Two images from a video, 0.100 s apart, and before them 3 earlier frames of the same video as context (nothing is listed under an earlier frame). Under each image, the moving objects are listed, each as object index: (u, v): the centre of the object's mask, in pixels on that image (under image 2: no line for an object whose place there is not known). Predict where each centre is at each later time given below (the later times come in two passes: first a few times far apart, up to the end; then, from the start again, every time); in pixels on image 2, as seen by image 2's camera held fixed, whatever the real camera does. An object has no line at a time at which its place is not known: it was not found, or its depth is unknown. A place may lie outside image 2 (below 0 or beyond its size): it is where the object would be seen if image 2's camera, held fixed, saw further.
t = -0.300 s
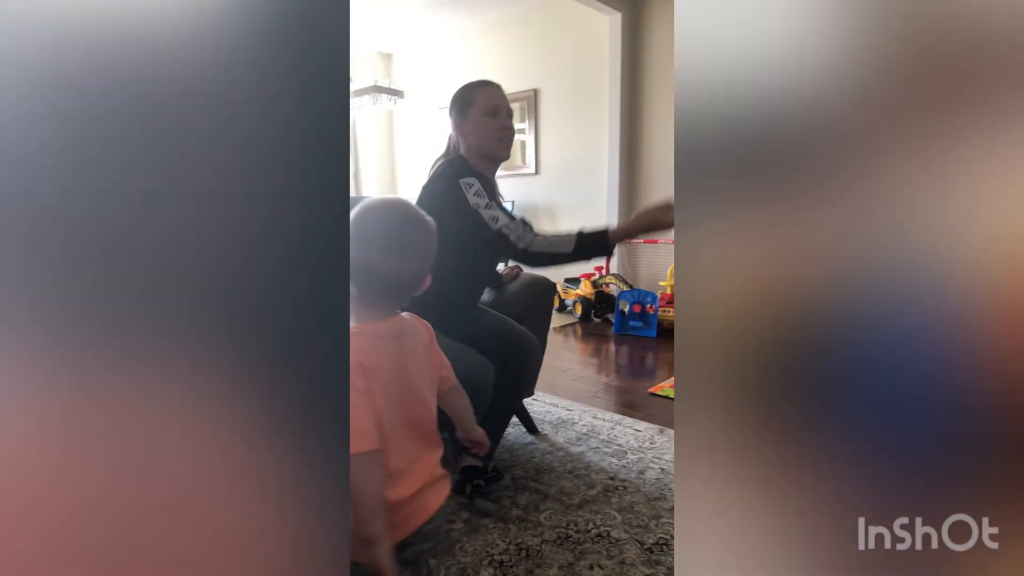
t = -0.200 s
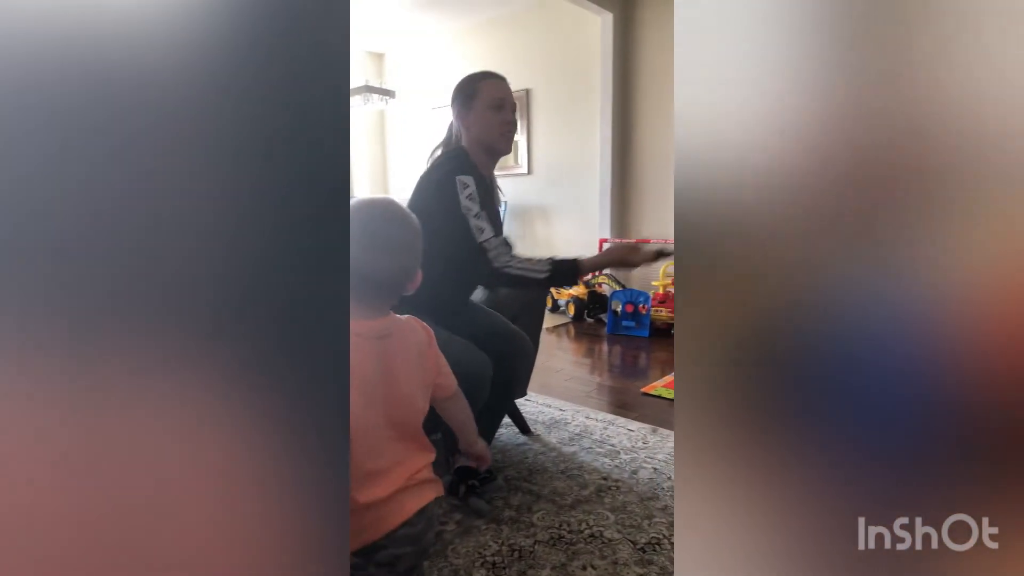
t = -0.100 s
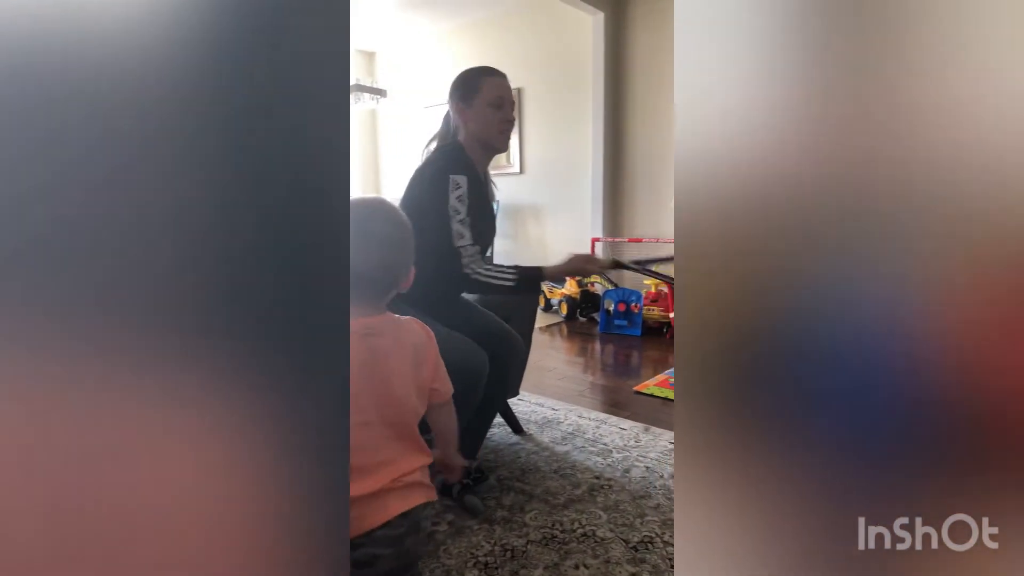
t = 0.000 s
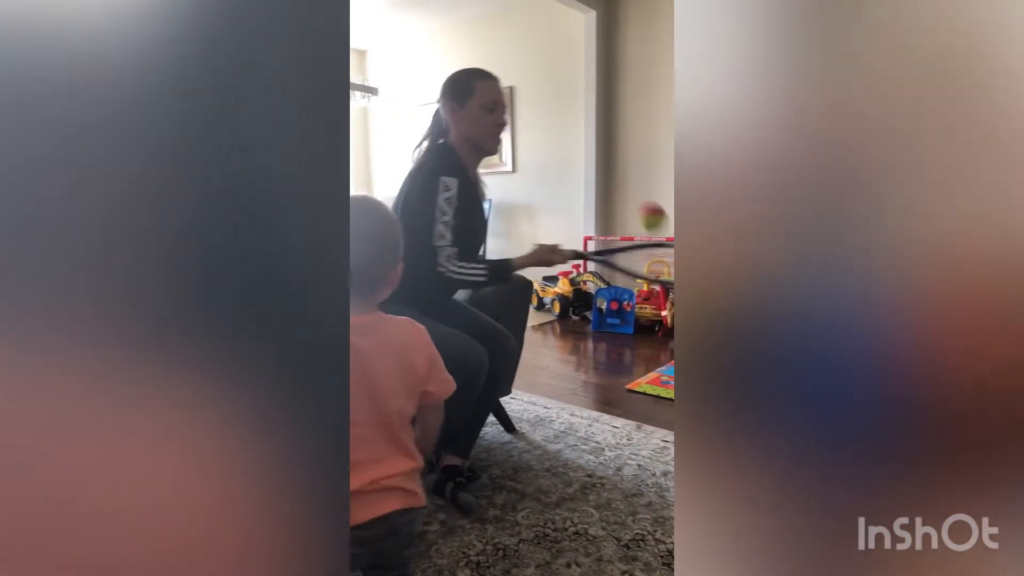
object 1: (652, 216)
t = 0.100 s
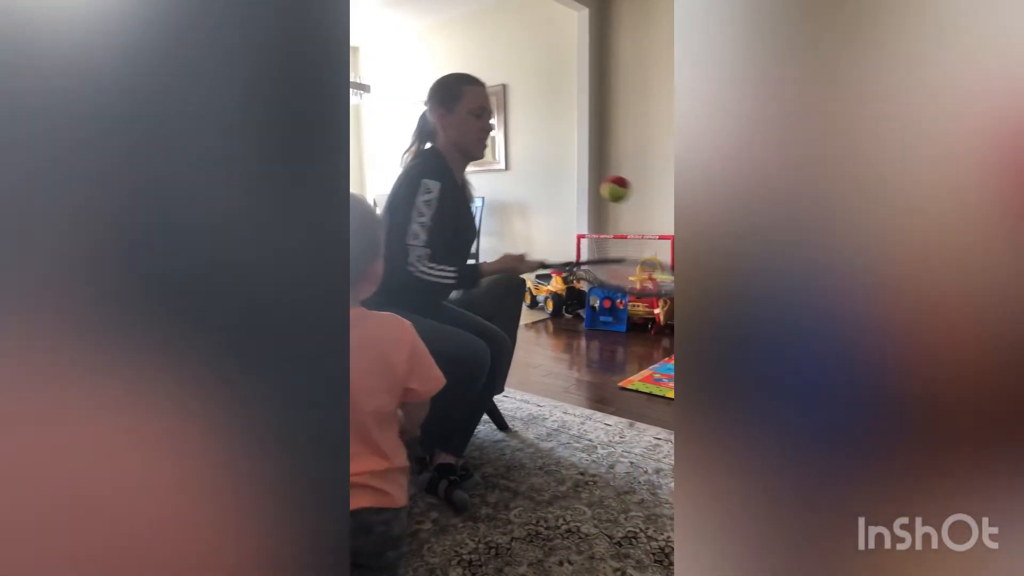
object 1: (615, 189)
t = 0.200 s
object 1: (588, 197)
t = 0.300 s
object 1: (564, 235)
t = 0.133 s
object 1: (606, 188)
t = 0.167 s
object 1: (598, 191)
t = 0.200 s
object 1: (588, 197)
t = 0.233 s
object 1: (580, 208)
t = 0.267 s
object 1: (572, 220)
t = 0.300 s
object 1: (564, 235)
